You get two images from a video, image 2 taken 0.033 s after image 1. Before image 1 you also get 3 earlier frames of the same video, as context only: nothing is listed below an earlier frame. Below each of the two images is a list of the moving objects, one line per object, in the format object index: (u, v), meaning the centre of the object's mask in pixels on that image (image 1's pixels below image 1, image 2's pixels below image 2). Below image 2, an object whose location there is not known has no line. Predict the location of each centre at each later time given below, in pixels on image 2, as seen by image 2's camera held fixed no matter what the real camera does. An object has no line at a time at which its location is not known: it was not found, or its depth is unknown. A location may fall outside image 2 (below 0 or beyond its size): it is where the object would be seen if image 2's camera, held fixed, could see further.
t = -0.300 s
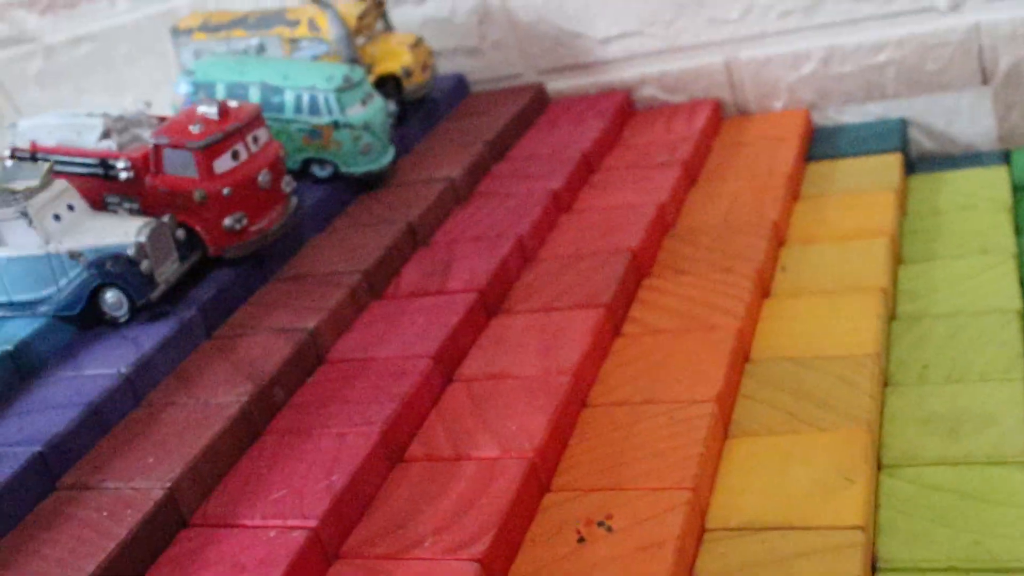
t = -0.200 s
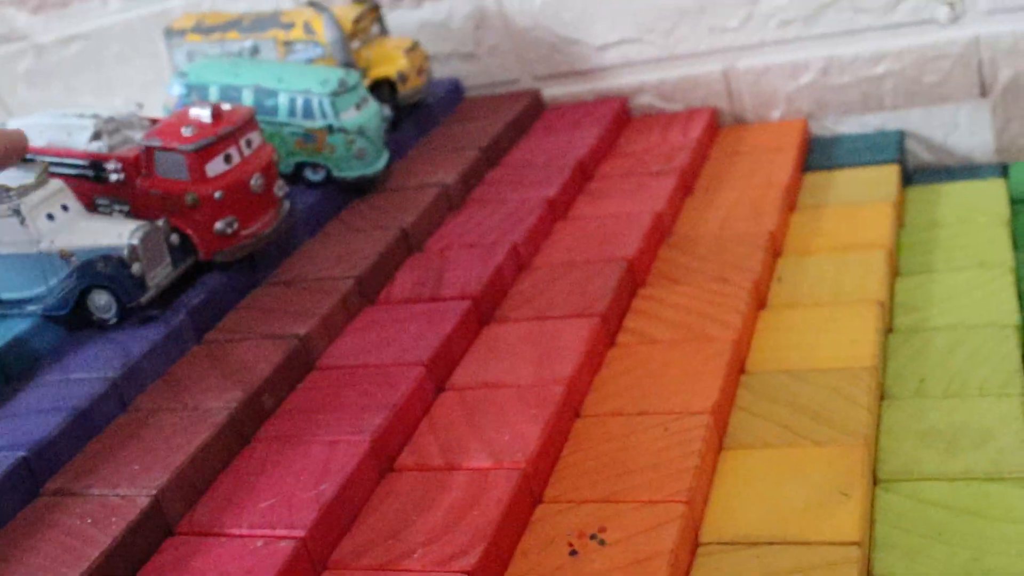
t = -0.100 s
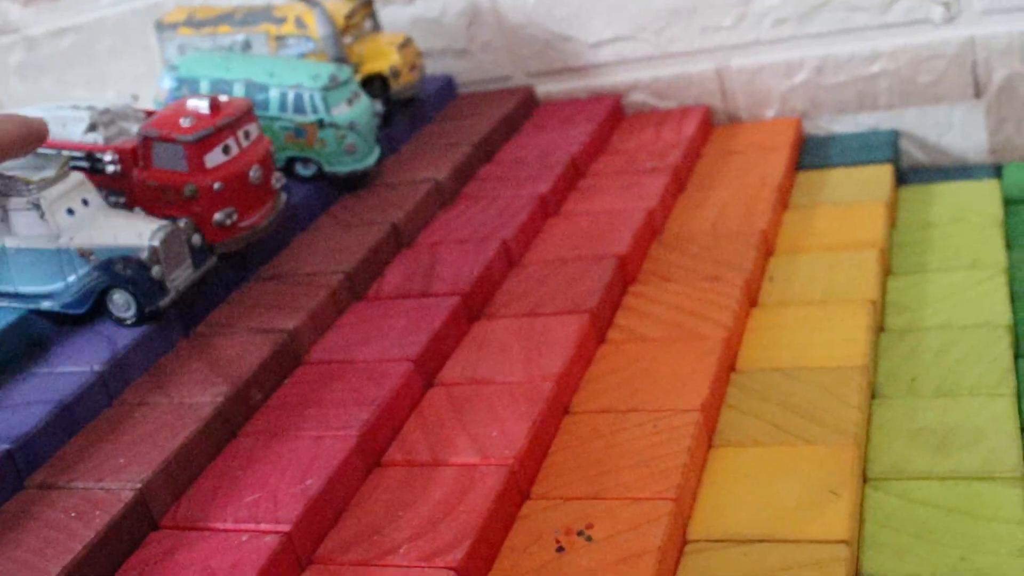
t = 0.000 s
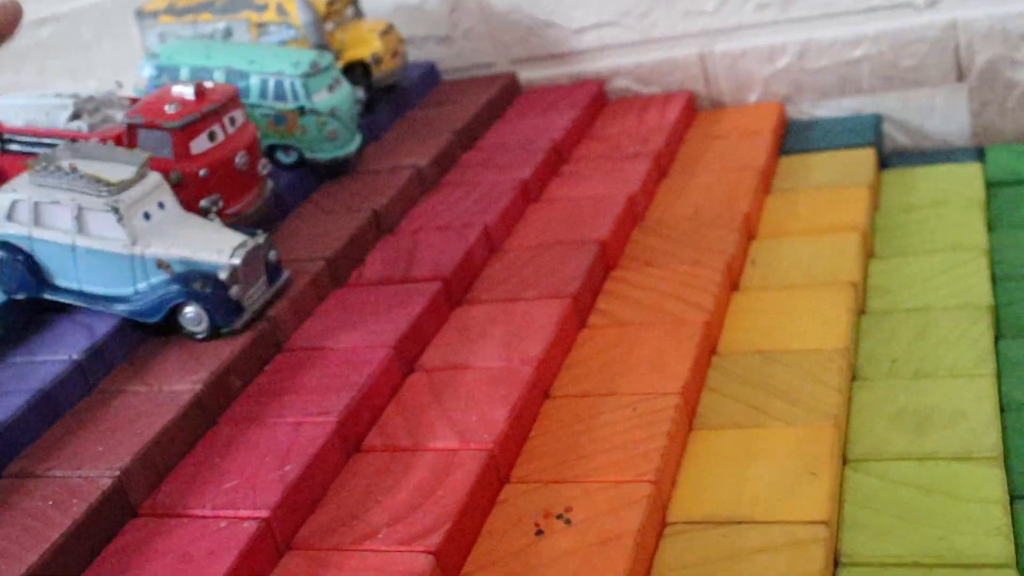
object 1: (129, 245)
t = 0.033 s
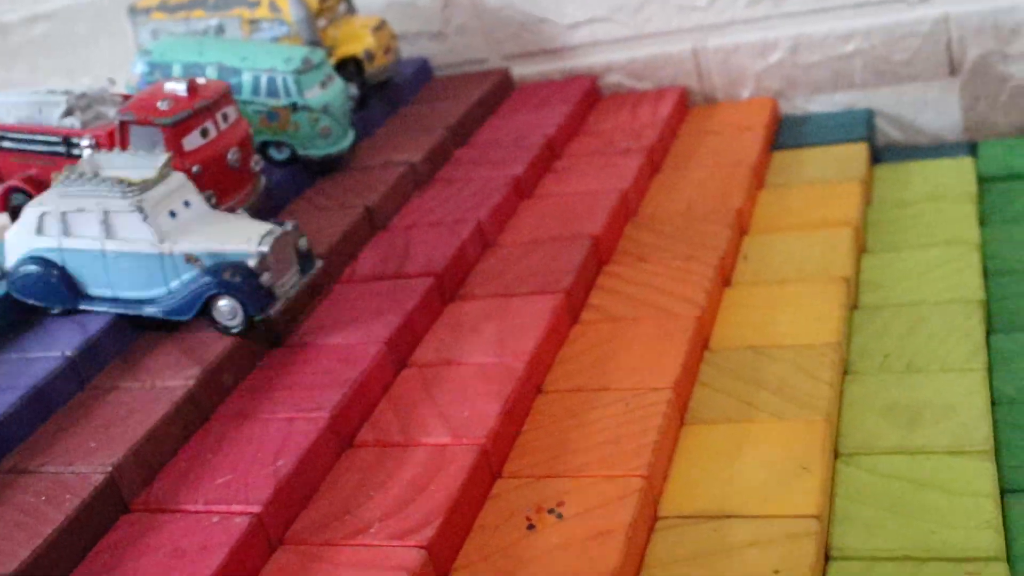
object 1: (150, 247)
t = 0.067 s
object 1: (191, 255)
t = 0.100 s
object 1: (222, 254)
